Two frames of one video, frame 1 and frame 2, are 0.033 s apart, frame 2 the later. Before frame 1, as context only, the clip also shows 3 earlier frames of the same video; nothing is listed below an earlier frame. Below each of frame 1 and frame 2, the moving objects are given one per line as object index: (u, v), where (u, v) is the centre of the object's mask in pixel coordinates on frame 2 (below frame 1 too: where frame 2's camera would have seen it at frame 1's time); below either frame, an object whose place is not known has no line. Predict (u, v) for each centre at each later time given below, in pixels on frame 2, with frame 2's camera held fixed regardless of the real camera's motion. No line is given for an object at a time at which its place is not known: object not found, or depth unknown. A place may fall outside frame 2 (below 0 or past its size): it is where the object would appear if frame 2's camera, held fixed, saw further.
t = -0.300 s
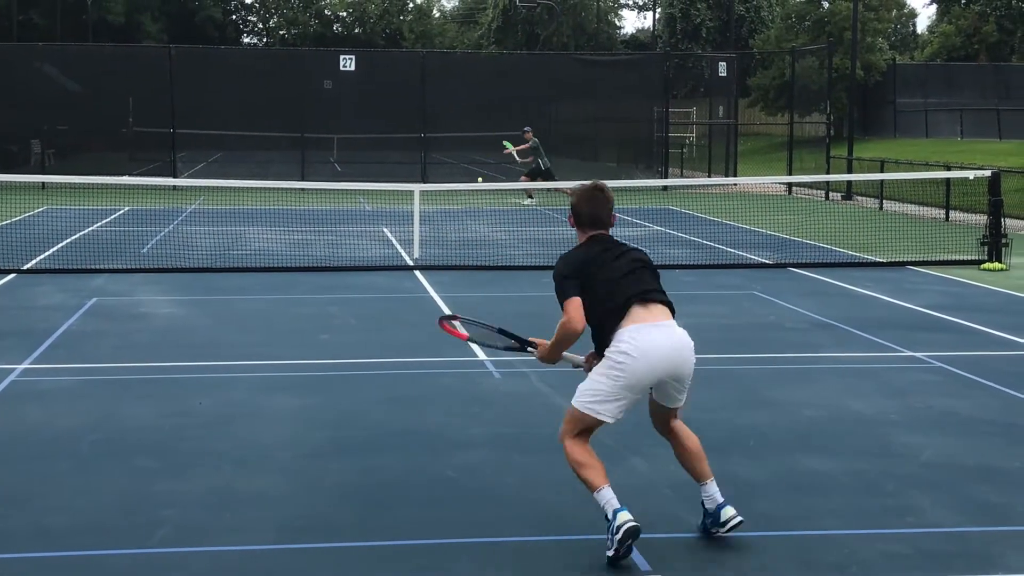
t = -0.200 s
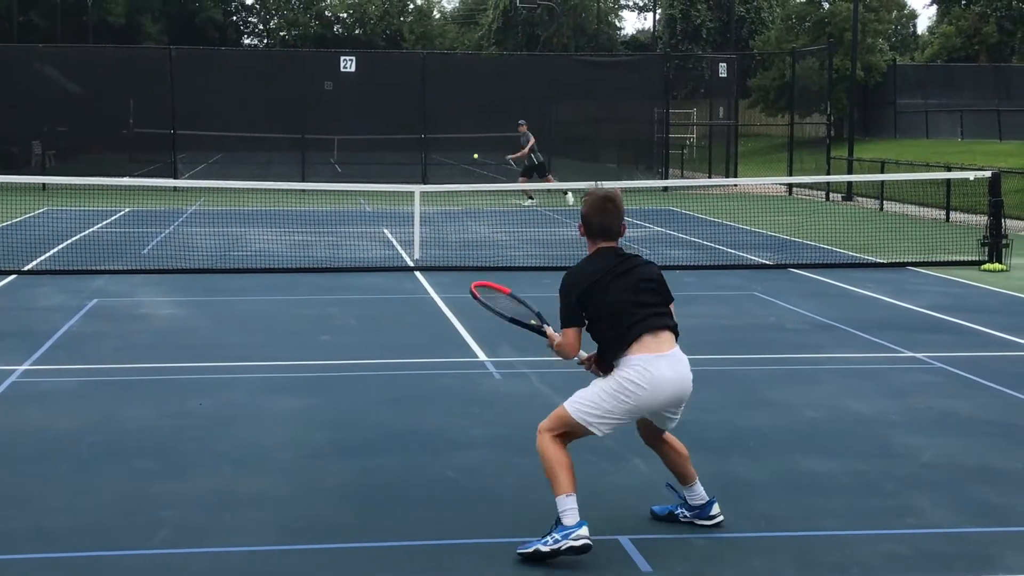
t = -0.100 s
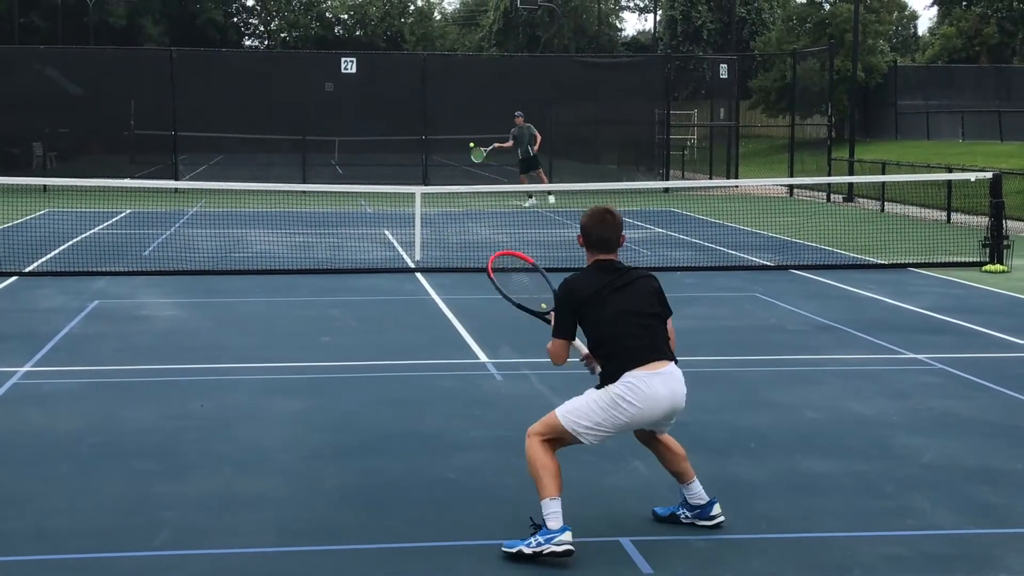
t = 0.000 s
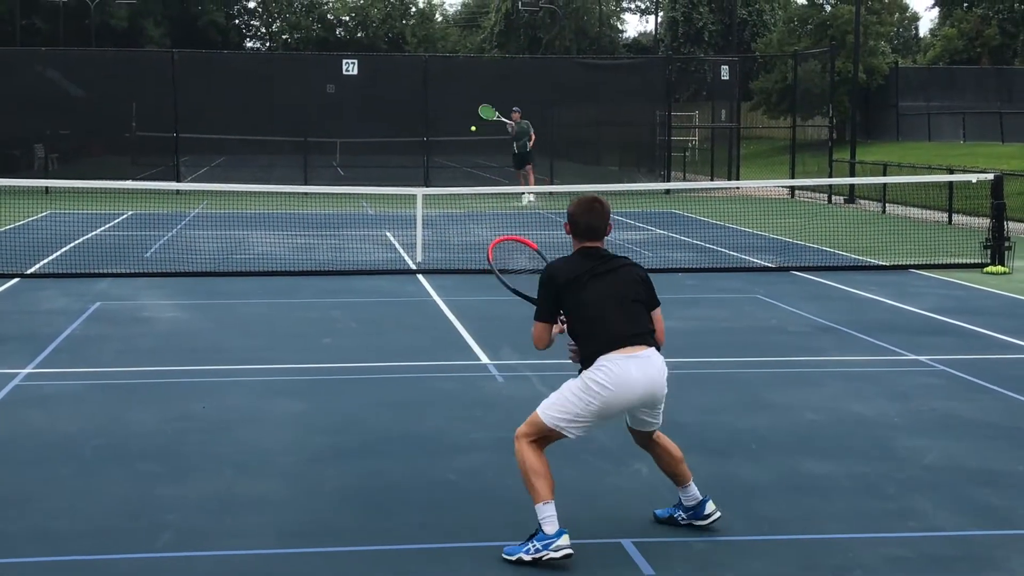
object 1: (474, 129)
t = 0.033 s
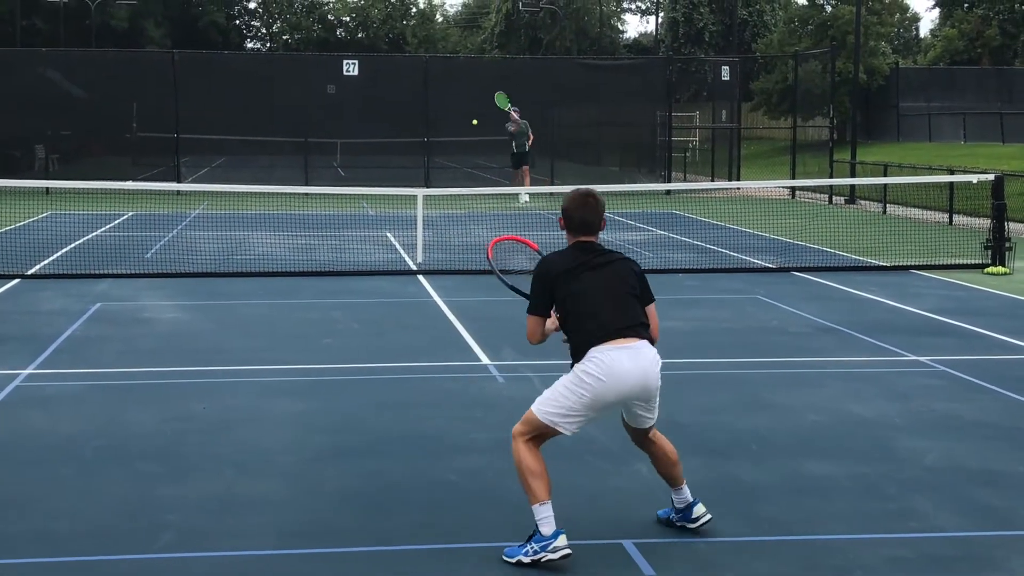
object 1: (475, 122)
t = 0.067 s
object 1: (476, 116)
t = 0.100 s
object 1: (477, 109)
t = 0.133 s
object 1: (478, 104)
